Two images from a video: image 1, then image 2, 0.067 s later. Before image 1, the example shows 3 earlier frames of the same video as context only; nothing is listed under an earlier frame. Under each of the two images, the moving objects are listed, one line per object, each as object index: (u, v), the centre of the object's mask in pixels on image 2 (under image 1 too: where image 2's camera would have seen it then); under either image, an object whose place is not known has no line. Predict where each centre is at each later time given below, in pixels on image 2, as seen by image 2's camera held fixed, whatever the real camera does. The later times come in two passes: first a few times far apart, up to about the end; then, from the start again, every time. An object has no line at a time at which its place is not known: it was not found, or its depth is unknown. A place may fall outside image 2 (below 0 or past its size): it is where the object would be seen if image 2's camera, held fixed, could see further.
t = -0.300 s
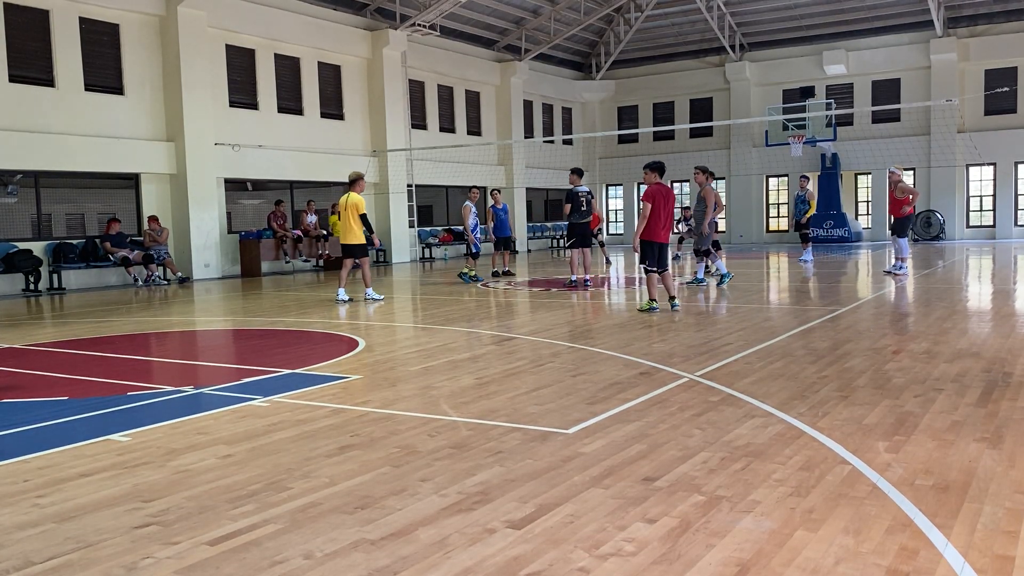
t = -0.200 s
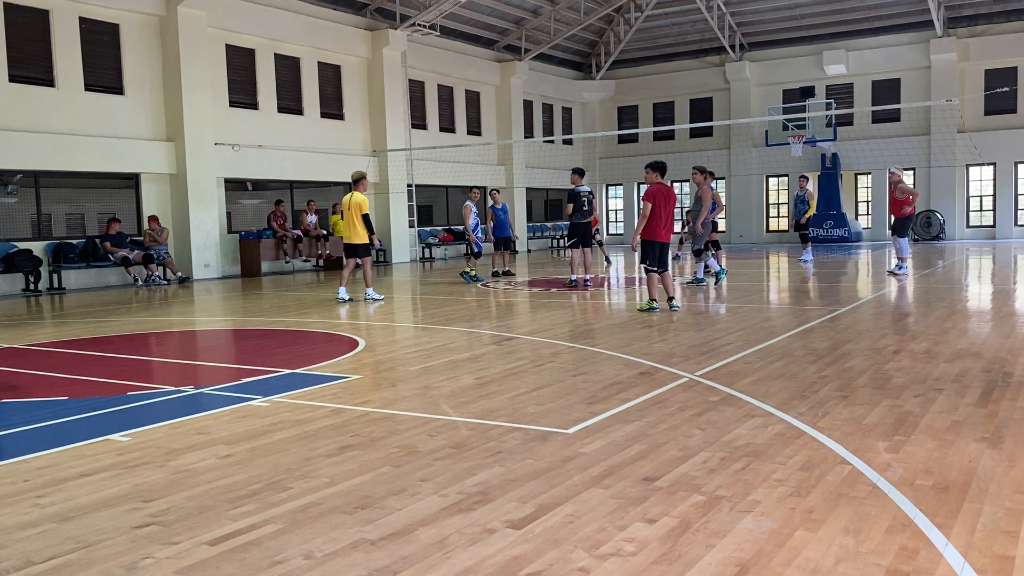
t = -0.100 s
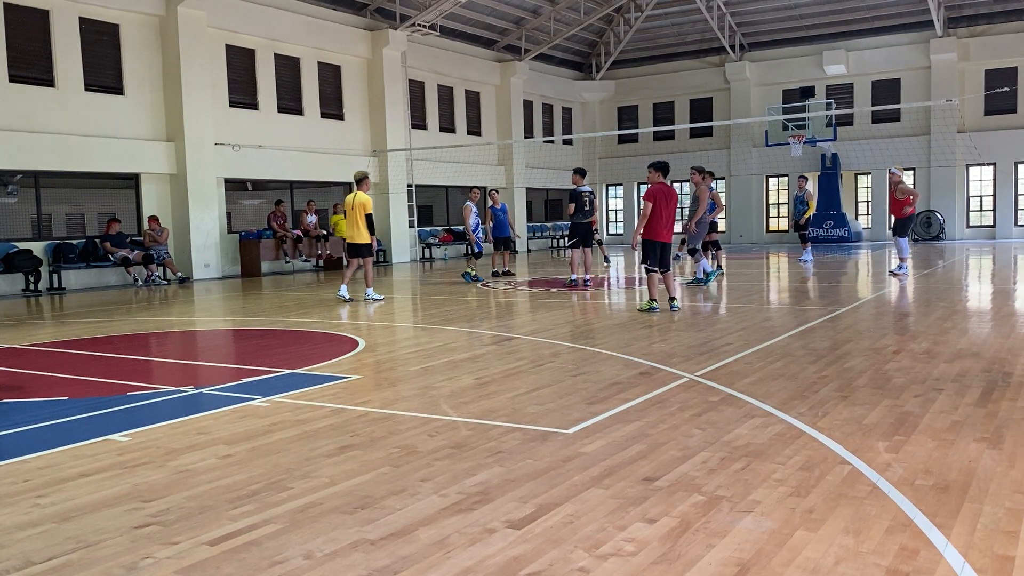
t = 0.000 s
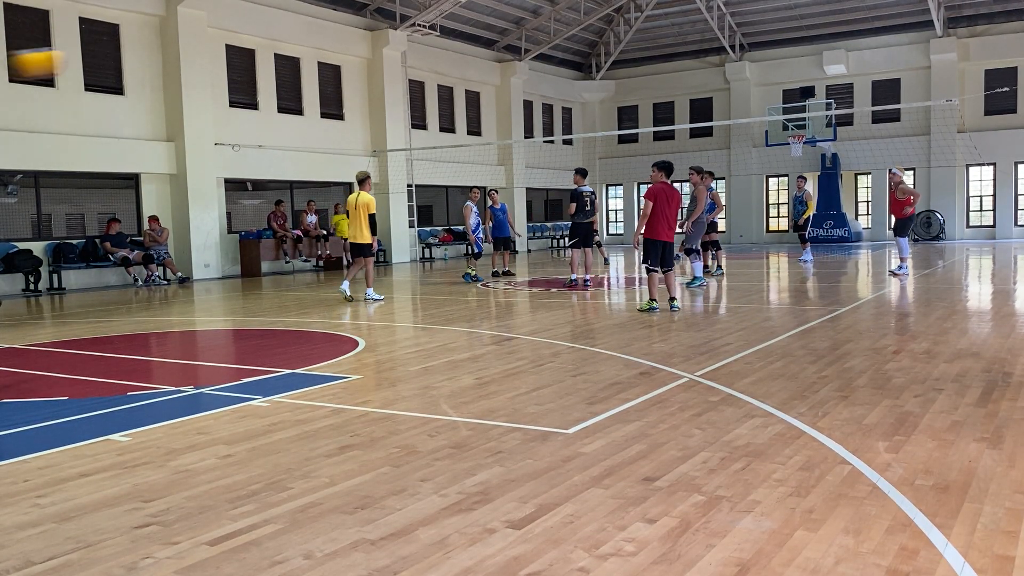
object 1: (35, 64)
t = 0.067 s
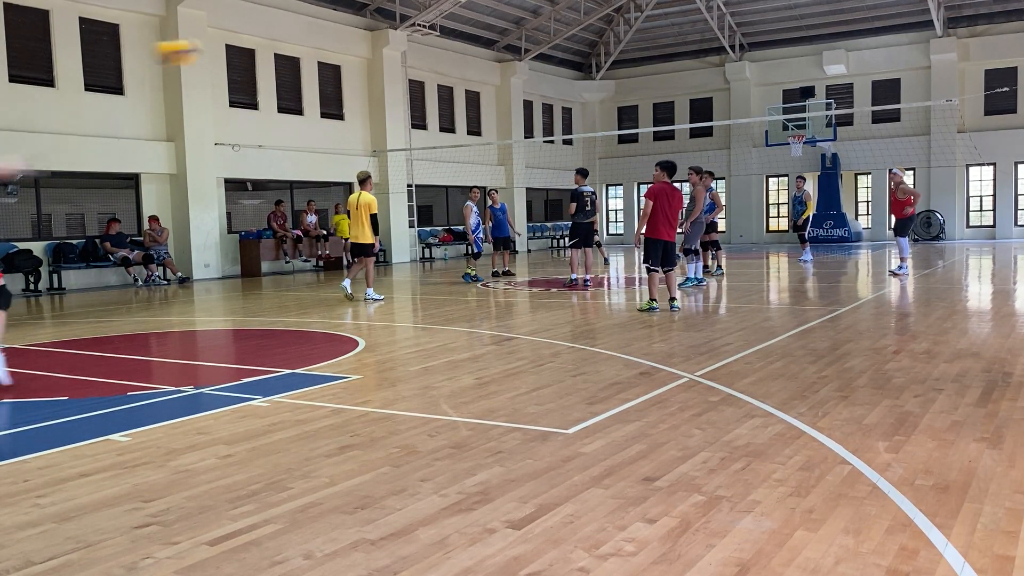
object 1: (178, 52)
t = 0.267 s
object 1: (455, 52)
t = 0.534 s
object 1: (663, 93)
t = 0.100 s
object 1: (238, 50)
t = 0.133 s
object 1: (290, 47)
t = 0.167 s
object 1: (339, 46)
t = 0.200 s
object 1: (380, 47)
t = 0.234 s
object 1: (419, 49)
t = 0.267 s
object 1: (455, 52)
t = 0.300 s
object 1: (489, 55)
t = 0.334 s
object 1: (520, 58)
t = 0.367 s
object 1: (548, 63)
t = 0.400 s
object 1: (574, 69)
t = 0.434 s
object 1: (597, 74)
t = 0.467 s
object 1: (621, 80)
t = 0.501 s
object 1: (642, 86)
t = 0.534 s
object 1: (663, 93)
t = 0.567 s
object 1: (682, 99)
